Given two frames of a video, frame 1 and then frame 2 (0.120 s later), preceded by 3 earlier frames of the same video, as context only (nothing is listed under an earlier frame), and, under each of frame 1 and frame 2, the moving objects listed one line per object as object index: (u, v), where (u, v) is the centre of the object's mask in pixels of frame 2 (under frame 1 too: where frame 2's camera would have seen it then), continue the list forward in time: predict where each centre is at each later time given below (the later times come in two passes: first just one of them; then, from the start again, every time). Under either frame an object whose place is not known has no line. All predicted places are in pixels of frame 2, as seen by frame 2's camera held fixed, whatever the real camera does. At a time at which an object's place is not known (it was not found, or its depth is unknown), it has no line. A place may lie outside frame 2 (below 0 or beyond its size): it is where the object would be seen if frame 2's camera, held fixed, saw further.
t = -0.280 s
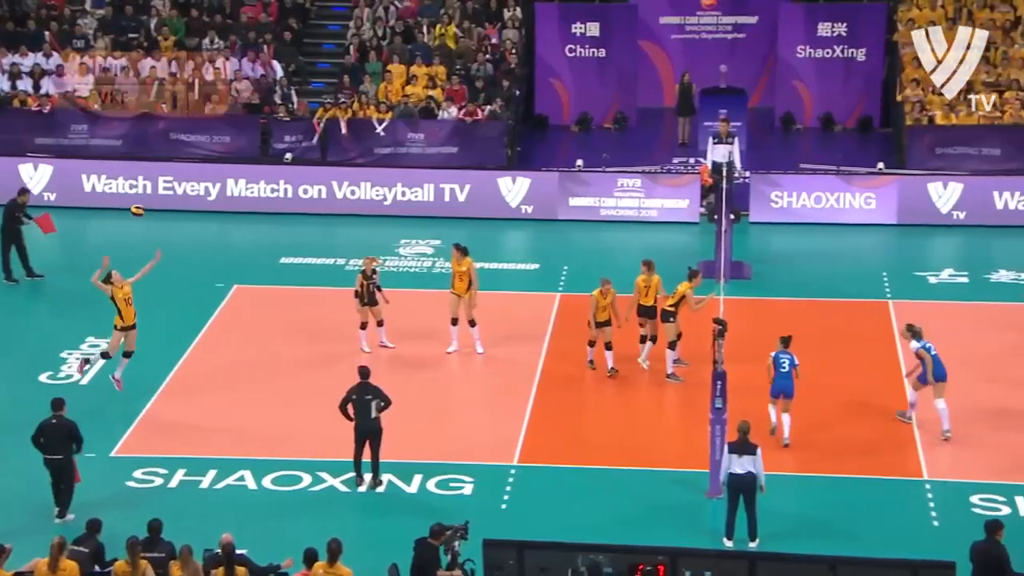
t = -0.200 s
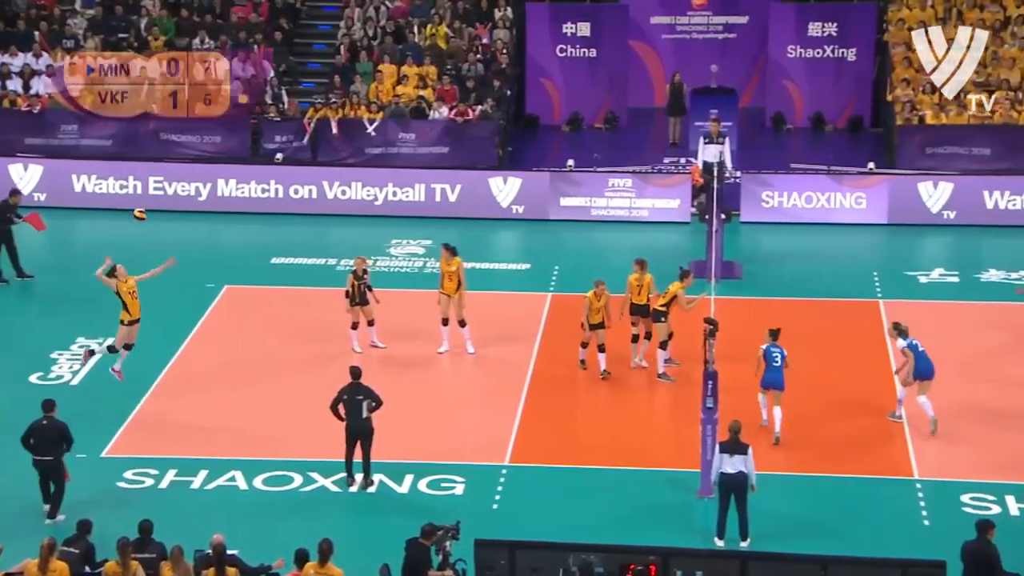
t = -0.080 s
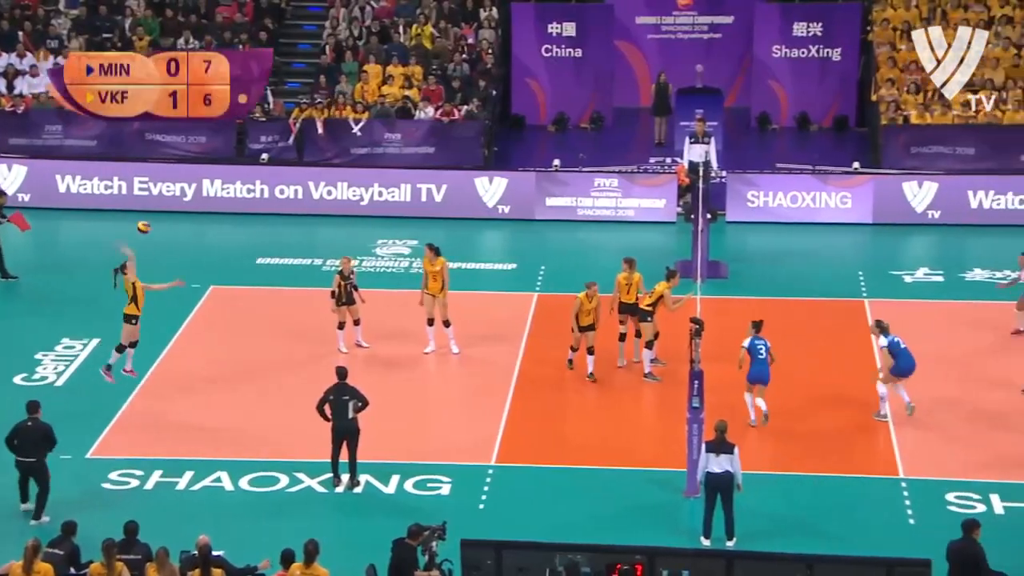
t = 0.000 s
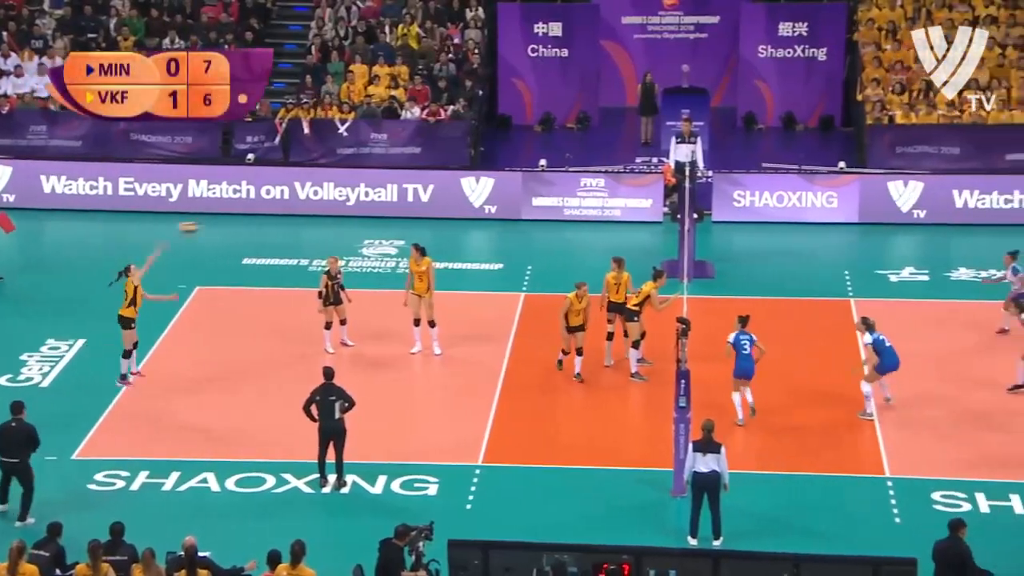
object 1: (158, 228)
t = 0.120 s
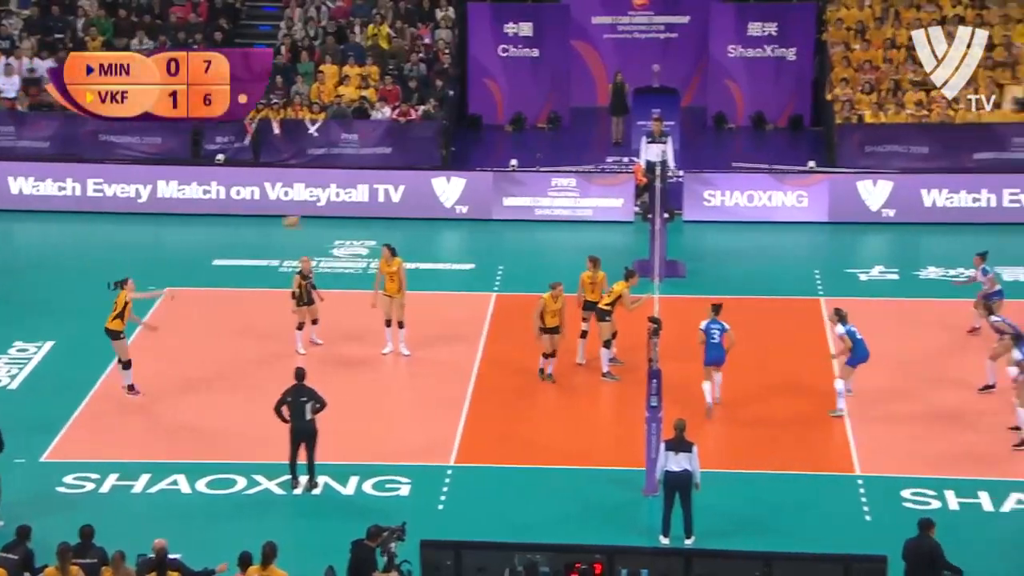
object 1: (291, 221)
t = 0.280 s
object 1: (461, 224)
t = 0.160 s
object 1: (335, 221)
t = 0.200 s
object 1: (378, 221)
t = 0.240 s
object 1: (420, 223)
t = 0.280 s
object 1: (461, 224)
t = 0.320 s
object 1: (503, 227)
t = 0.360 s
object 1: (543, 230)
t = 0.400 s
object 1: (584, 235)
